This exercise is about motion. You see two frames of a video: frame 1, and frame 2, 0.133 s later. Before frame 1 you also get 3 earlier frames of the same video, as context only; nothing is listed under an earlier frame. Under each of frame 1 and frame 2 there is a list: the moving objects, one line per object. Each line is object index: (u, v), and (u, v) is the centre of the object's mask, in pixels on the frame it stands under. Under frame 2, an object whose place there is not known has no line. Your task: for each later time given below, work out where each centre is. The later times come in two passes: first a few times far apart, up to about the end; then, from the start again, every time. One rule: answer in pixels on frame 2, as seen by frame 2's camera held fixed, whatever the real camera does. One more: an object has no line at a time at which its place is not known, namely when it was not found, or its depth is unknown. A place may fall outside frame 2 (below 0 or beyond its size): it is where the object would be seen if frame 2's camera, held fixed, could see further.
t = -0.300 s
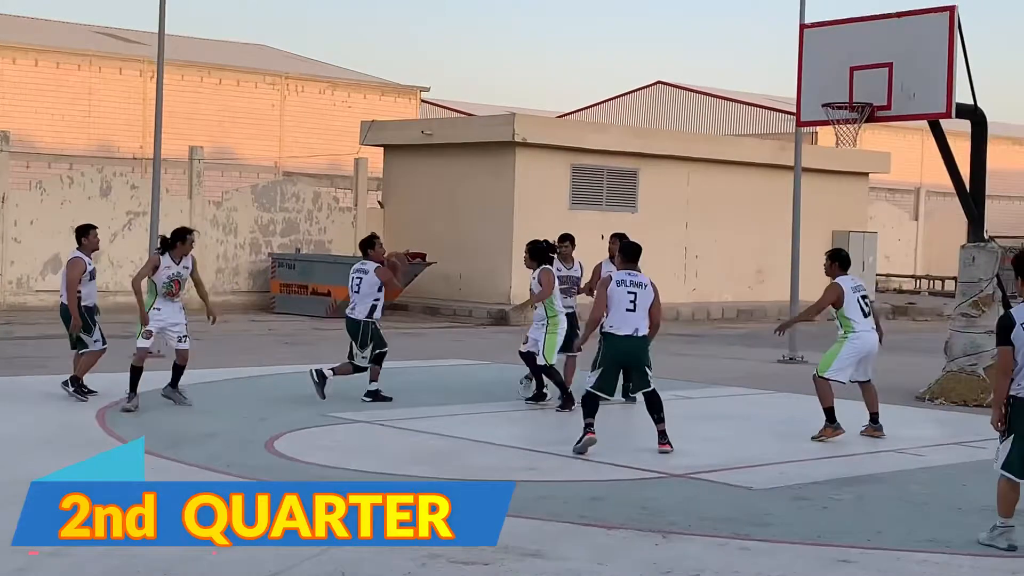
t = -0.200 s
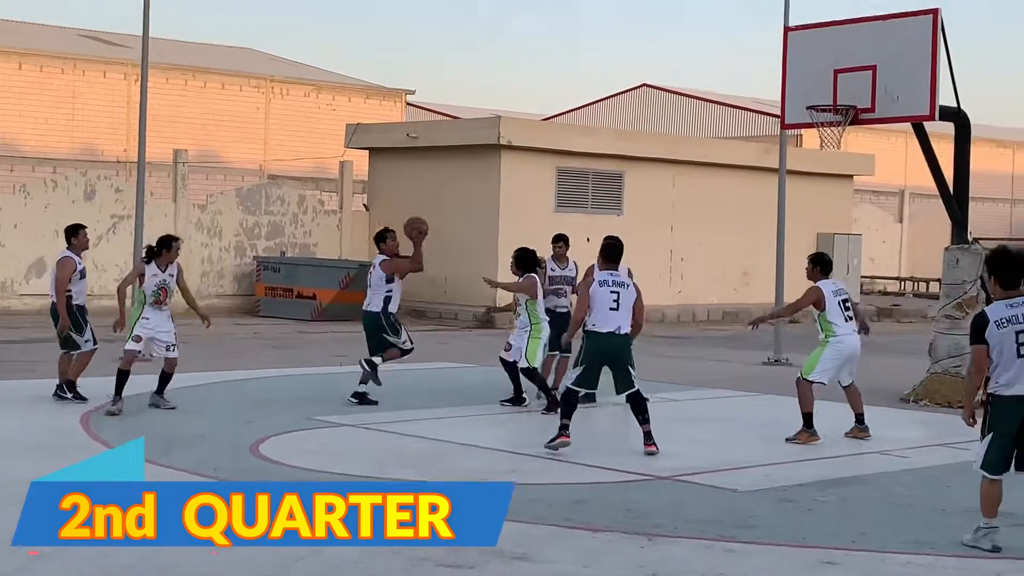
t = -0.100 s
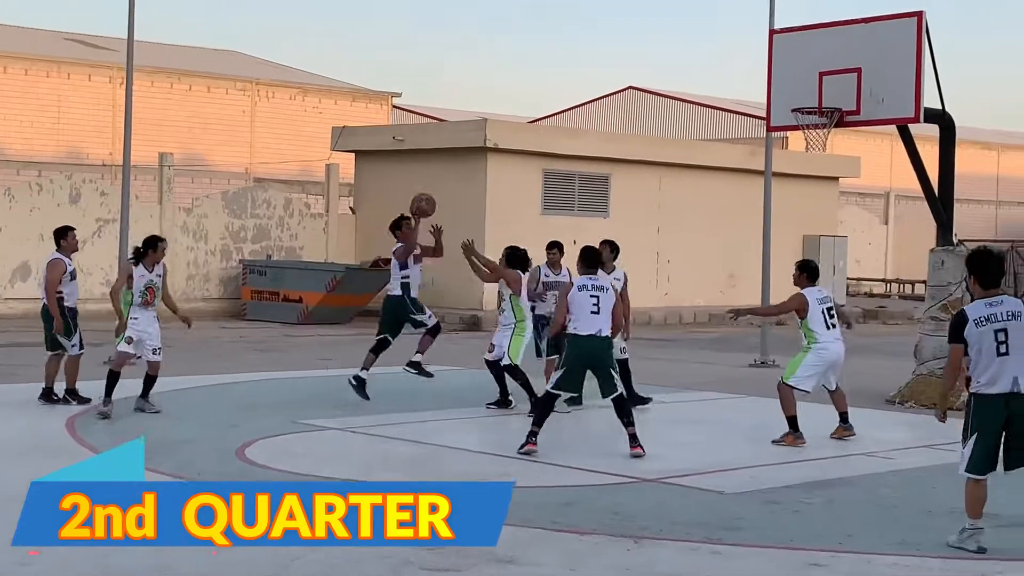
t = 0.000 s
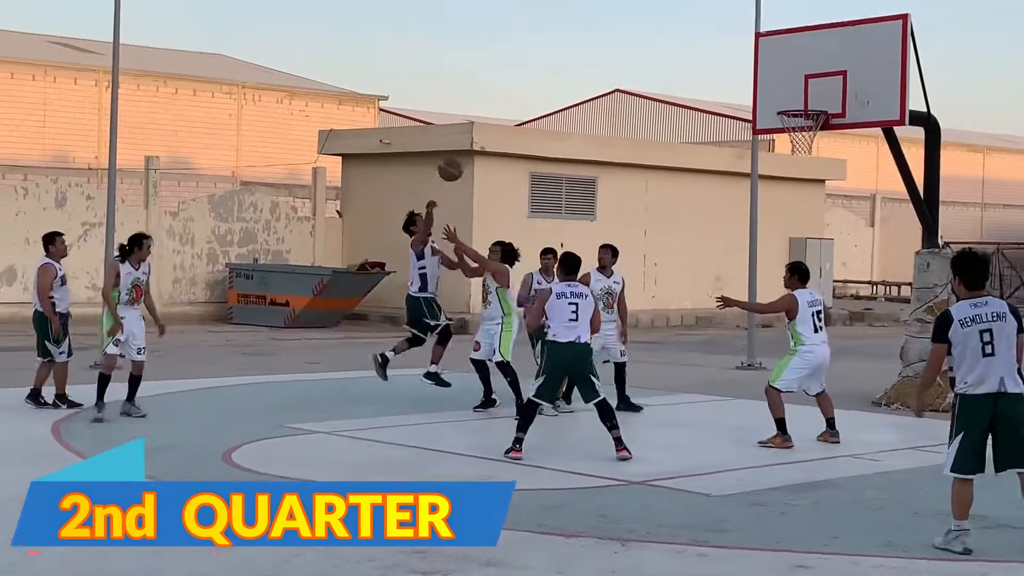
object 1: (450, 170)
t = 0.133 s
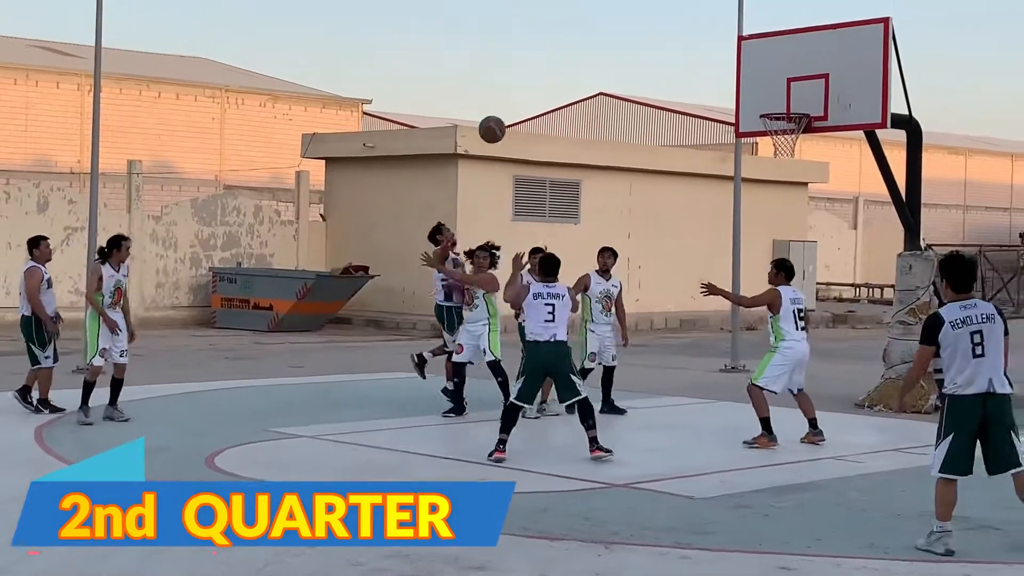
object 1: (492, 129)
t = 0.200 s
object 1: (523, 114)
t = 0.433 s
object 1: (643, 100)
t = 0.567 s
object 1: (721, 124)
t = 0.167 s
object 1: (507, 121)
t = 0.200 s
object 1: (523, 114)
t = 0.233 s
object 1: (538, 108)
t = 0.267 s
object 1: (555, 104)
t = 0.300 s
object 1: (571, 101)
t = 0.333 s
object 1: (589, 98)
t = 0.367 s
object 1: (606, 98)
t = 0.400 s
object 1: (624, 98)
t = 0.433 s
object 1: (643, 100)
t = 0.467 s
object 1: (662, 104)
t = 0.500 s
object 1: (681, 109)
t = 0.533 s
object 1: (701, 116)
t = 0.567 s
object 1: (721, 124)
